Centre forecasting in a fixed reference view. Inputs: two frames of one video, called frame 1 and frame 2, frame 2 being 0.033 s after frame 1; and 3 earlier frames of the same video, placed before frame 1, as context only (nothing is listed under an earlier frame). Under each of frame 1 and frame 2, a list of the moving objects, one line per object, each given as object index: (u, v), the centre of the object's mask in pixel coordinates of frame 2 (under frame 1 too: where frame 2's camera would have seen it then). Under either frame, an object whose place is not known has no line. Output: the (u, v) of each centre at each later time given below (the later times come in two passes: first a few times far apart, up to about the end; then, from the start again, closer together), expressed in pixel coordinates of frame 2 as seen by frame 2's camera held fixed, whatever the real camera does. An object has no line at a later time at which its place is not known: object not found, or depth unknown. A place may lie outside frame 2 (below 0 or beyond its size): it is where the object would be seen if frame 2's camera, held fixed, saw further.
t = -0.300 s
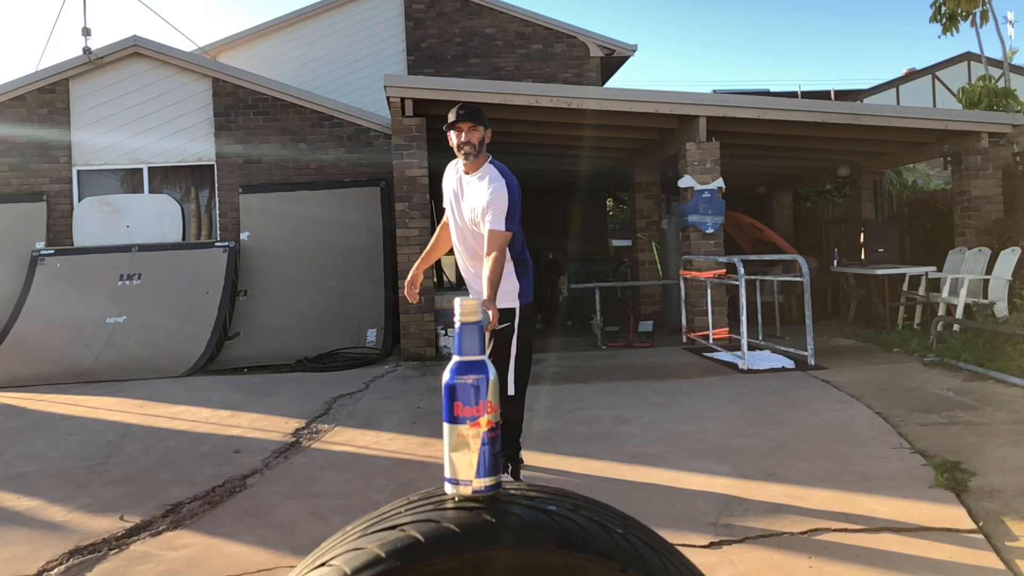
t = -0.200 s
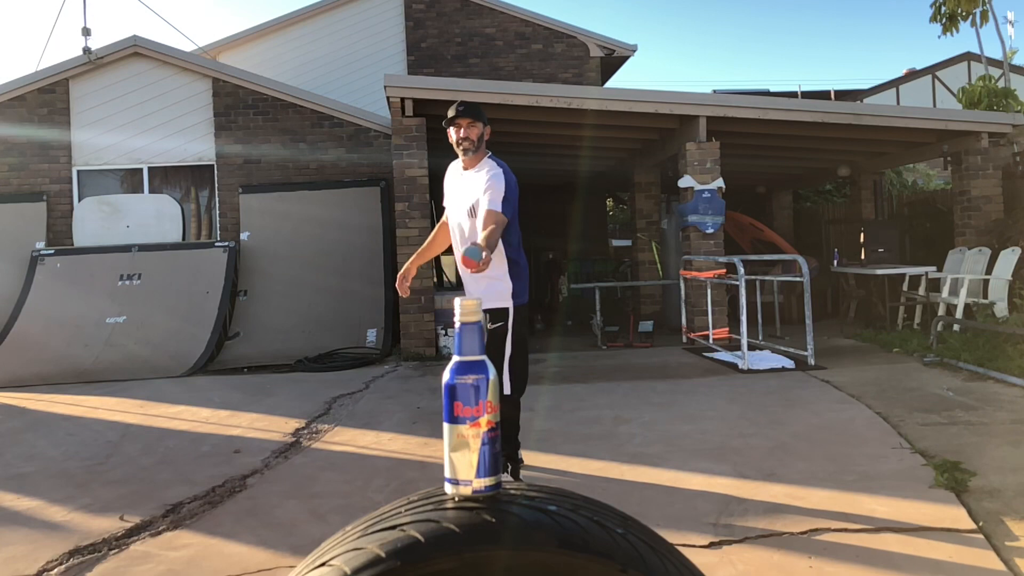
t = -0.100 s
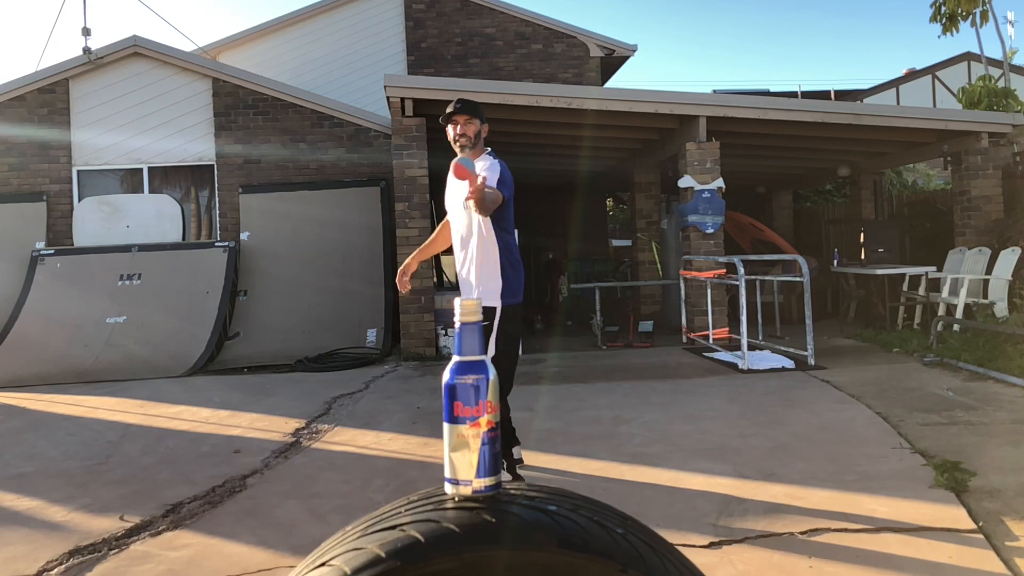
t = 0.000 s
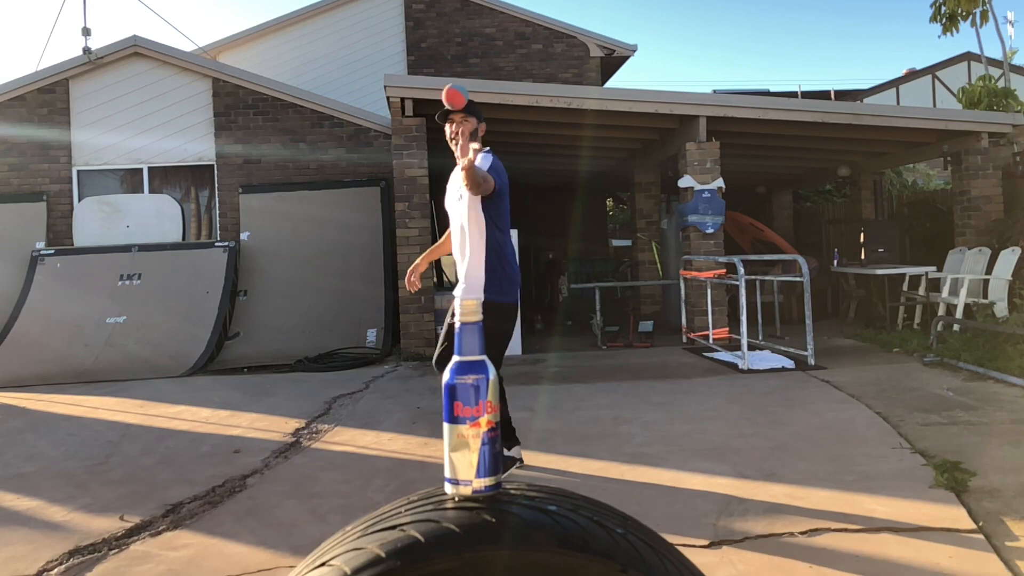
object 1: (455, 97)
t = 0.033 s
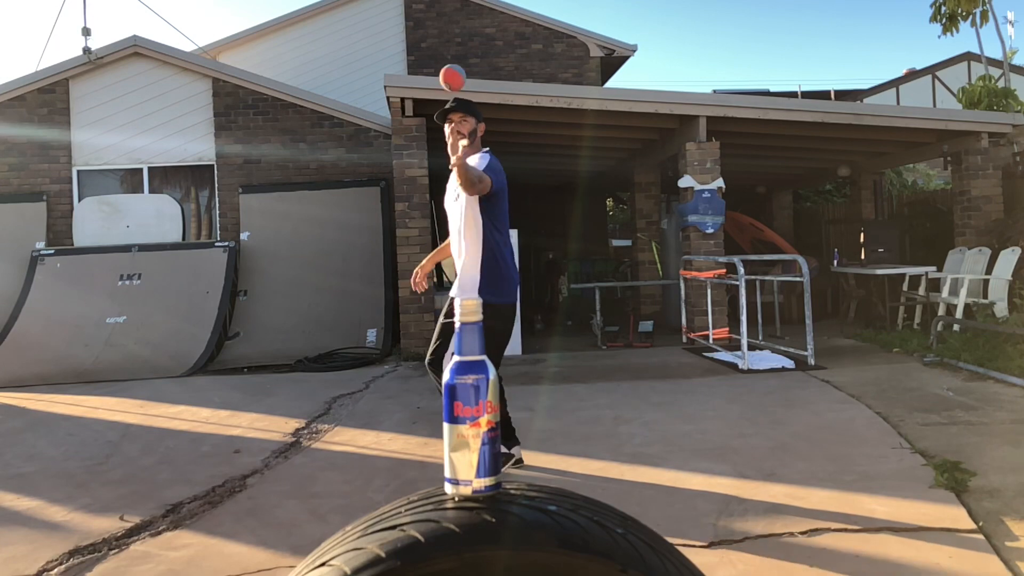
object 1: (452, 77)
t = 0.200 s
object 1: (442, 27)
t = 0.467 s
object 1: (432, 116)
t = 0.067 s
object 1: (450, 62)
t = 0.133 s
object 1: (446, 38)
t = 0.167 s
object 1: (444, 31)
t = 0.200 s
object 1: (442, 27)
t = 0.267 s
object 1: (439, 28)
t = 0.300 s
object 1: (437, 34)
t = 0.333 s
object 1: (436, 43)
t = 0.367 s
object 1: (435, 56)
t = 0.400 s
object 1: (434, 72)
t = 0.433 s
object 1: (433, 92)
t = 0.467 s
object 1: (432, 116)
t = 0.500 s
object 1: (431, 143)
